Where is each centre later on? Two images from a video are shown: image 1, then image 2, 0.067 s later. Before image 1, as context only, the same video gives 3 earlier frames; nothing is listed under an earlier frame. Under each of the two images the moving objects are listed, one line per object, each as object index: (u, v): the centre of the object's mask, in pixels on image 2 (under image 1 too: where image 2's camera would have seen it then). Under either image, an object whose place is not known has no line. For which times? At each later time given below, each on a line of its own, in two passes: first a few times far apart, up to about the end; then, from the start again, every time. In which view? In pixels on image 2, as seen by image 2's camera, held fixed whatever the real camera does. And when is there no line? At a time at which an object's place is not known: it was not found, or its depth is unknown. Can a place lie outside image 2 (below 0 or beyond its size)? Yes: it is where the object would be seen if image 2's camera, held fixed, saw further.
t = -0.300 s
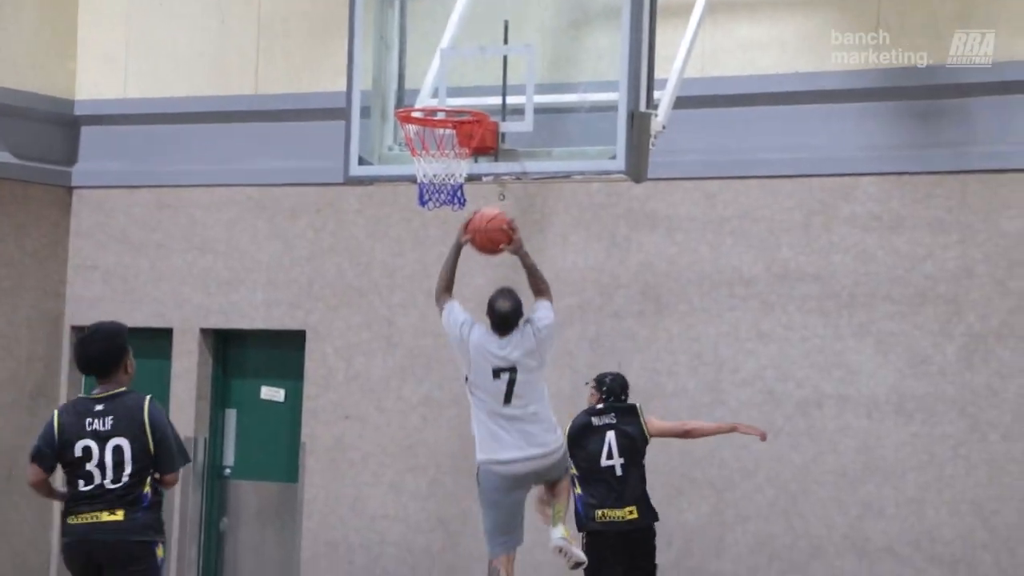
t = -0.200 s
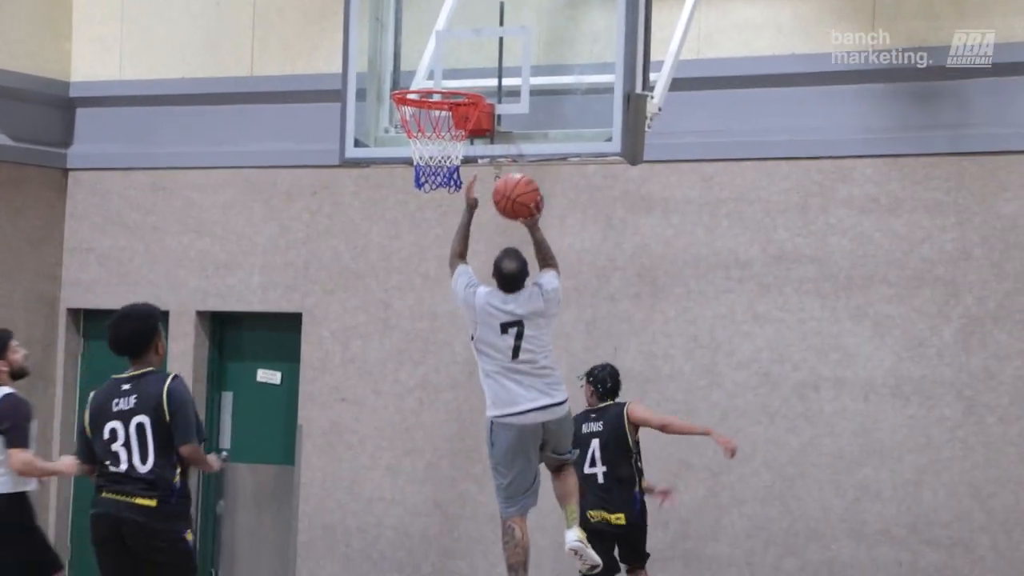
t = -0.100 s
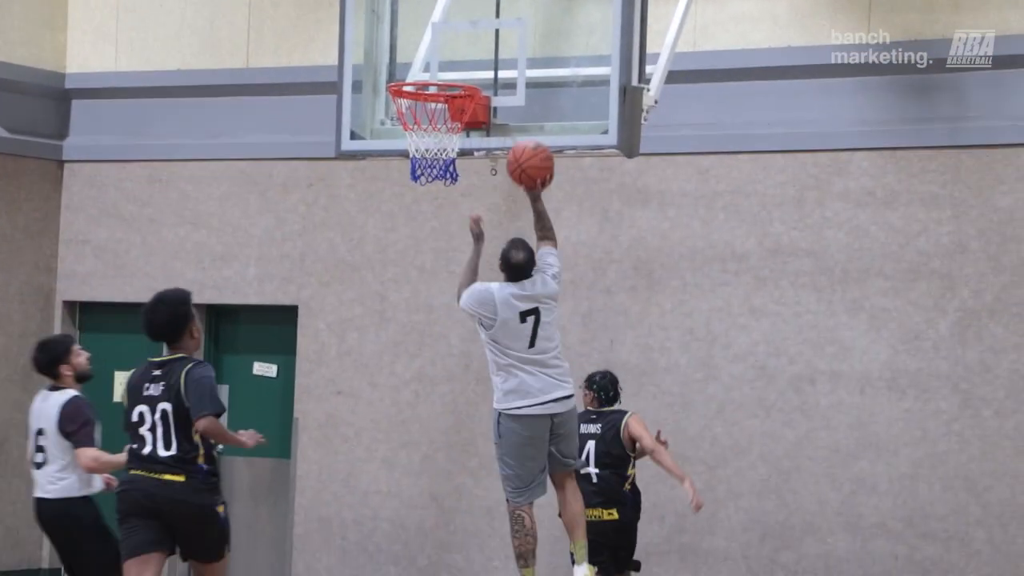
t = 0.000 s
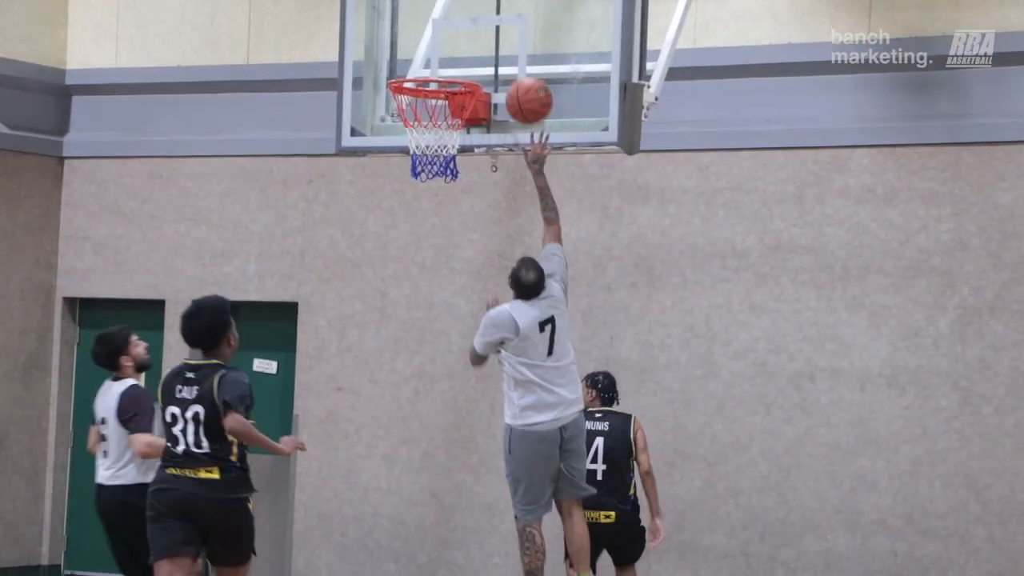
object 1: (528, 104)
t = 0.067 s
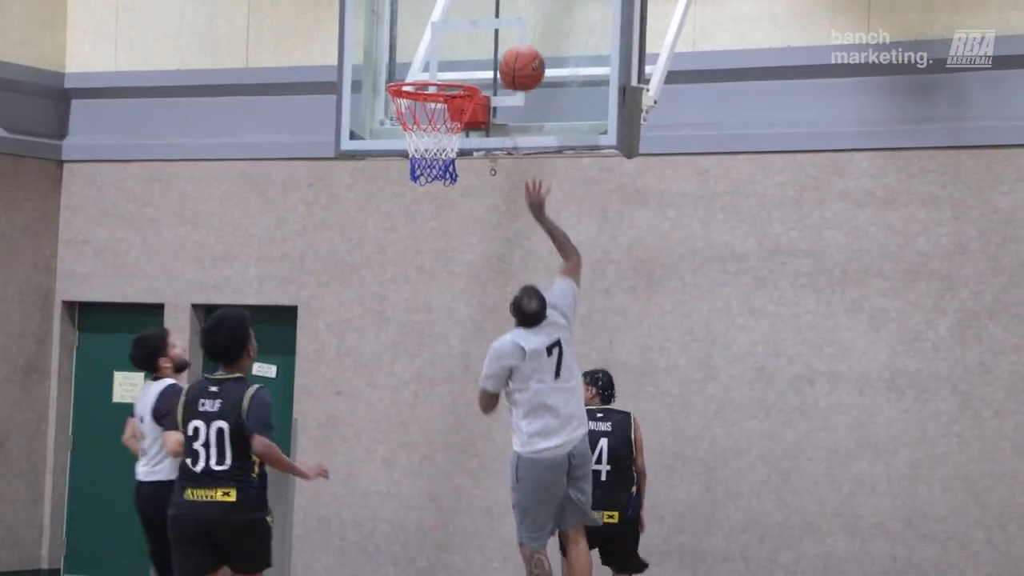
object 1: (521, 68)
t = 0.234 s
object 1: (506, 18)
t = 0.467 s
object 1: (451, 32)
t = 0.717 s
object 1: (445, 132)
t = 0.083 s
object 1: (520, 60)
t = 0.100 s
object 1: (519, 53)
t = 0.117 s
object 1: (517, 46)
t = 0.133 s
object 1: (515, 40)
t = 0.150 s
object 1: (514, 35)
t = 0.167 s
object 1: (512, 31)
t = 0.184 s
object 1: (511, 27)
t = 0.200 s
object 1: (509, 22)
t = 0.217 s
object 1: (507, 20)
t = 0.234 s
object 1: (506, 18)
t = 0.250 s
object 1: (504, 17)
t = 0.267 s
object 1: (502, 17)
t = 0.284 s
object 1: (499, 16)
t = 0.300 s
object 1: (495, 16)
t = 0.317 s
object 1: (491, 17)
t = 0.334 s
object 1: (487, 17)
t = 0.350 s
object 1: (482, 18)
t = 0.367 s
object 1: (478, 18)
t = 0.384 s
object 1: (473, 19)
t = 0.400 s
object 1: (468, 20)
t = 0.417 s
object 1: (464, 22)
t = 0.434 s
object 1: (460, 25)
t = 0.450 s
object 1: (455, 28)
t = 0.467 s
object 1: (451, 32)
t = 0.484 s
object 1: (446, 37)
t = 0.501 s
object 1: (441, 43)
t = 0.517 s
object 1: (436, 49)
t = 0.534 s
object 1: (432, 55)
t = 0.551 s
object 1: (427, 61)
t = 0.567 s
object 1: (422, 69)
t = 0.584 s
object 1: (417, 79)
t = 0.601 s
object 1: (415, 86)
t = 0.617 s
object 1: (422, 92)
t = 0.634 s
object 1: (424, 98)
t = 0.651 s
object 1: (428, 106)
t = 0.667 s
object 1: (432, 110)
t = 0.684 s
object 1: (436, 116)
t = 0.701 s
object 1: (441, 123)
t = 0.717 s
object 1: (445, 132)
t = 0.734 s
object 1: (449, 140)
